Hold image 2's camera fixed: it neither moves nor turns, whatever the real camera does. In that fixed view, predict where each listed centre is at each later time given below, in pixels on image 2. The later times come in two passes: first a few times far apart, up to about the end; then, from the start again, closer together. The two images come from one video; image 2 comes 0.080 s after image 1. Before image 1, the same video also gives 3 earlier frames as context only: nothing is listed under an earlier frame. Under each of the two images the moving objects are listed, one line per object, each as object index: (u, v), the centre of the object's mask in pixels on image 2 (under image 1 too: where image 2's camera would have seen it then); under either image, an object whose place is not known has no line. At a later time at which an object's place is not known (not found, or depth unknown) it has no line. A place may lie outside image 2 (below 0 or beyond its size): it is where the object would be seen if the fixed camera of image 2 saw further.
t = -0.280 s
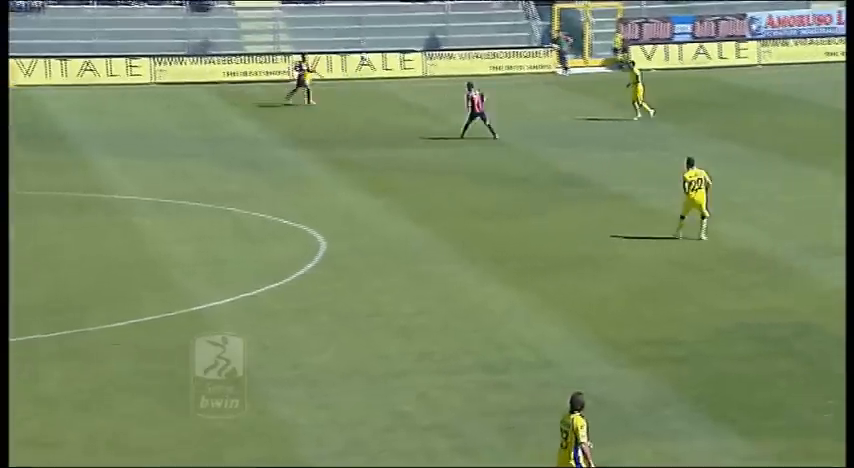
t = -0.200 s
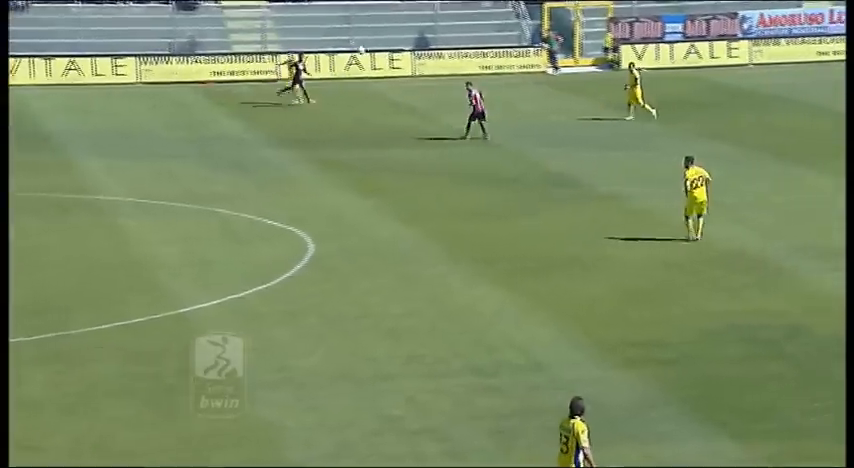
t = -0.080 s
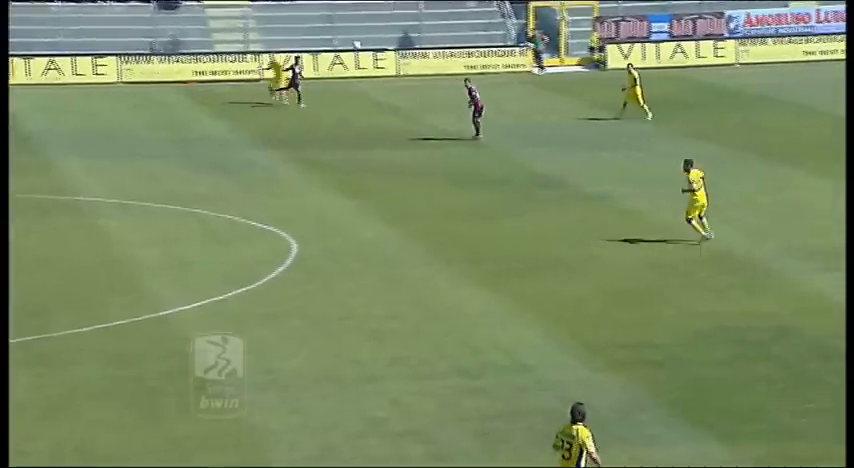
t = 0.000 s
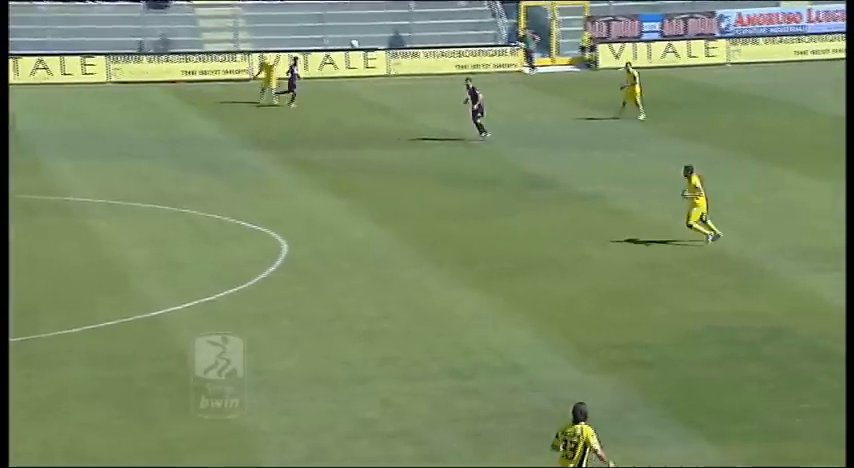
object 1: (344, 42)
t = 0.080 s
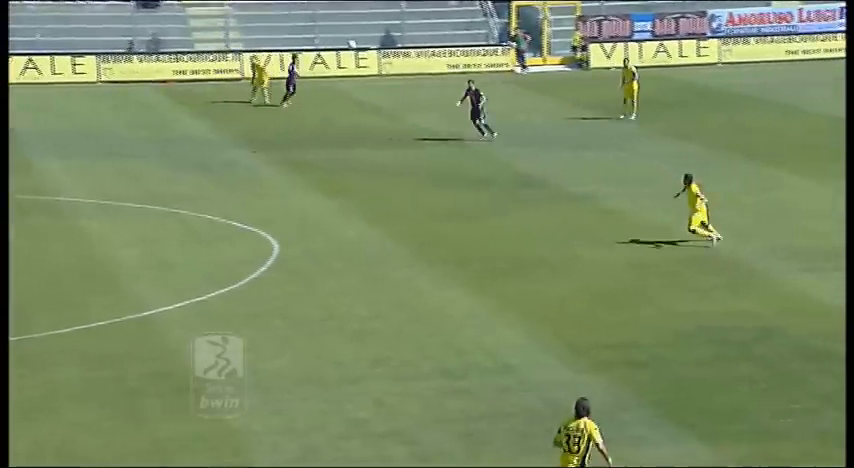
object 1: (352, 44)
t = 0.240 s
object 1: (360, 55)
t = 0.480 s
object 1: (376, 90)
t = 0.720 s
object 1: (379, 147)
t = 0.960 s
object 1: (378, 213)
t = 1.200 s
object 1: (371, 177)
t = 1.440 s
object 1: (358, 169)
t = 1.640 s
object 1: (349, 182)
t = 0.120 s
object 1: (353, 46)
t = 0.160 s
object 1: (357, 49)
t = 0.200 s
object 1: (360, 52)
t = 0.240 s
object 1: (360, 55)
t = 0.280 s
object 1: (363, 60)
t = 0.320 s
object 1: (368, 62)
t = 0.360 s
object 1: (367, 71)
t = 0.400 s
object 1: (372, 76)
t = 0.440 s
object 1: (373, 82)
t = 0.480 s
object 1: (376, 90)
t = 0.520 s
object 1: (377, 97)
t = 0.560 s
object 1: (378, 105)
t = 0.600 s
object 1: (379, 115)
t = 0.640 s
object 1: (382, 126)
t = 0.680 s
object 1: (380, 135)
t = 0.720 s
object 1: (379, 147)
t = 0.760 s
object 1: (378, 160)
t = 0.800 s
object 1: (380, 172)
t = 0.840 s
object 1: (379, 188)
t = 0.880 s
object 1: (380, 204)
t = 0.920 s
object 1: (379, 219)
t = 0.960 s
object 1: (378, 213)
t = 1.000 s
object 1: (377, 205)
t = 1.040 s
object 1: (373, 197)
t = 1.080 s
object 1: (371, 192)
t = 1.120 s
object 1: (369, 186)
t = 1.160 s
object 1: (366, 180)
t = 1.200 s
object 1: (371, 177)
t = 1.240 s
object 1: (363, 172)
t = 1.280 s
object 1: (360, 169)
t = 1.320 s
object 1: (362, 169)
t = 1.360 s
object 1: (358, 167)
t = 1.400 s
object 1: (359, 168)
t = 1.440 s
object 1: (358, 169)
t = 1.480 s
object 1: (357, 169)
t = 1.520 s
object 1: (353, 171)
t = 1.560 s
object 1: (351, 174)
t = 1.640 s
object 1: (349, 182)
